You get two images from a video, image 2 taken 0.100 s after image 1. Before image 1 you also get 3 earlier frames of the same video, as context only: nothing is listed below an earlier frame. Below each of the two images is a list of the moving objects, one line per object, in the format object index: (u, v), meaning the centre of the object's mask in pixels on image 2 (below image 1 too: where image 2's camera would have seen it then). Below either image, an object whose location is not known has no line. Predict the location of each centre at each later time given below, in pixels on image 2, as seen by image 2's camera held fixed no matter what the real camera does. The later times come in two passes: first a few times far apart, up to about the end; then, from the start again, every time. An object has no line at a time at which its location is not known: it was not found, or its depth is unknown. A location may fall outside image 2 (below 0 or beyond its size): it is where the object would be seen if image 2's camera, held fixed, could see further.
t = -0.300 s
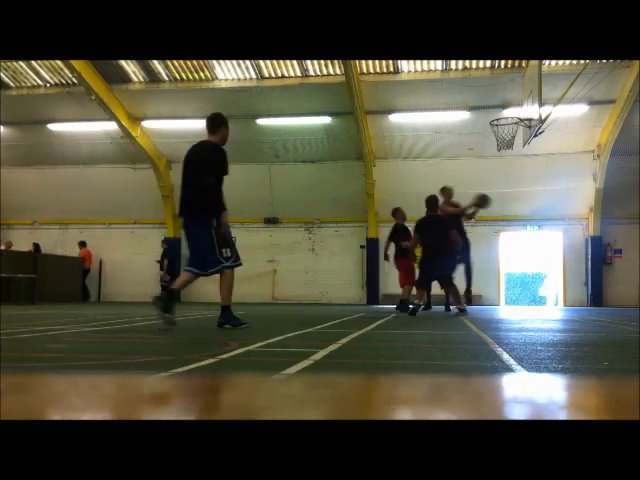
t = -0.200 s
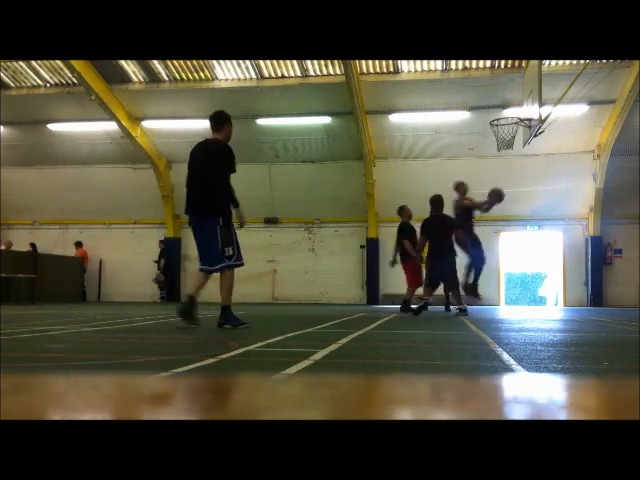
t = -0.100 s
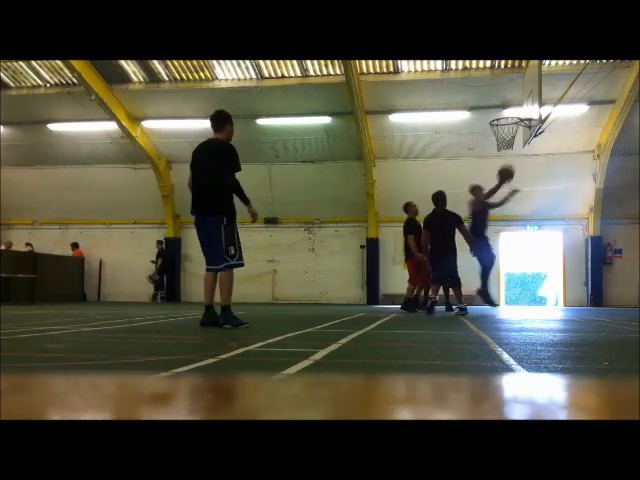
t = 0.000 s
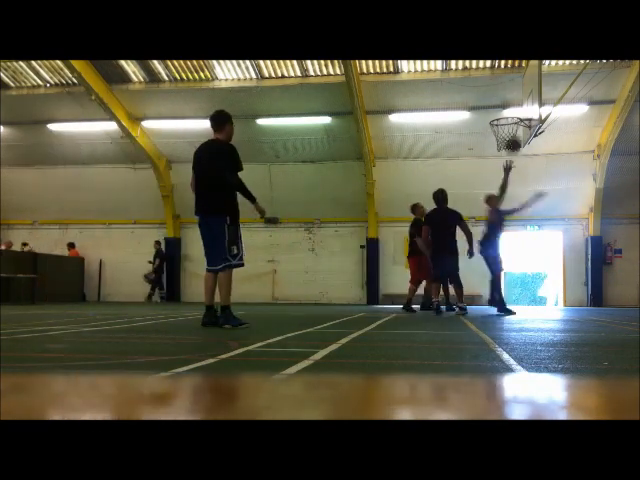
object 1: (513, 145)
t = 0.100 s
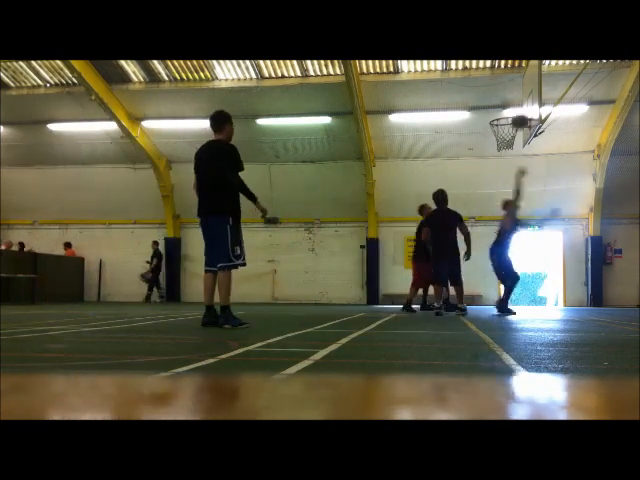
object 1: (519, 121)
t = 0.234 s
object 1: (527, 101)
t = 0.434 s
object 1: (513, 102)
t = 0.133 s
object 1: (521, 114)
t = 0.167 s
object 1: (523, 108)
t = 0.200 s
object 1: (525, 103)
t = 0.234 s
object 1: (527, 101)
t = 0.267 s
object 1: (524, 99)
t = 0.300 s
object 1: (522, 99)
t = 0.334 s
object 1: (519, 99)
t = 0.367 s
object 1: (517, 100)
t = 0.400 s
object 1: (515, 101)
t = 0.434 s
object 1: (513, 102)
